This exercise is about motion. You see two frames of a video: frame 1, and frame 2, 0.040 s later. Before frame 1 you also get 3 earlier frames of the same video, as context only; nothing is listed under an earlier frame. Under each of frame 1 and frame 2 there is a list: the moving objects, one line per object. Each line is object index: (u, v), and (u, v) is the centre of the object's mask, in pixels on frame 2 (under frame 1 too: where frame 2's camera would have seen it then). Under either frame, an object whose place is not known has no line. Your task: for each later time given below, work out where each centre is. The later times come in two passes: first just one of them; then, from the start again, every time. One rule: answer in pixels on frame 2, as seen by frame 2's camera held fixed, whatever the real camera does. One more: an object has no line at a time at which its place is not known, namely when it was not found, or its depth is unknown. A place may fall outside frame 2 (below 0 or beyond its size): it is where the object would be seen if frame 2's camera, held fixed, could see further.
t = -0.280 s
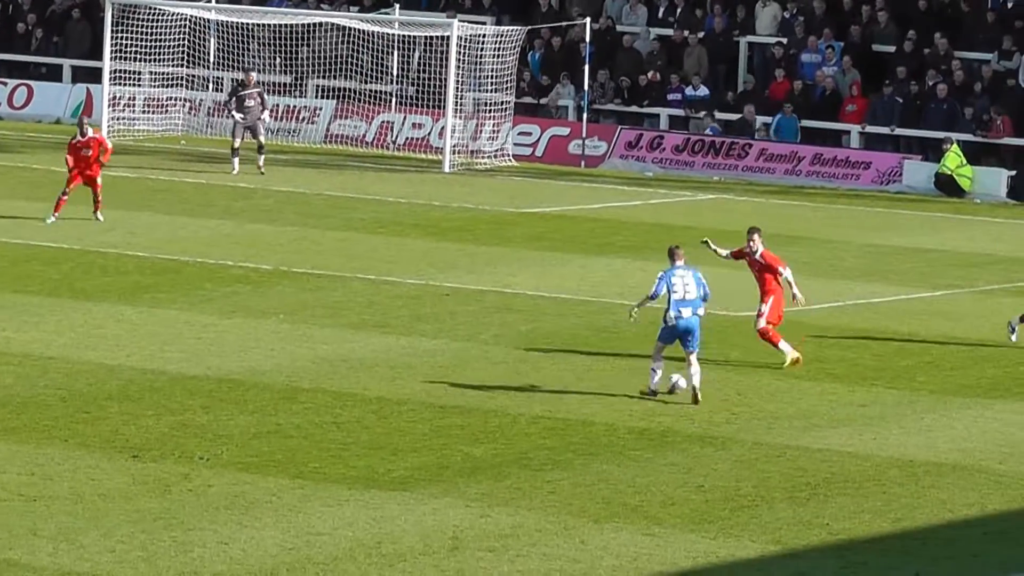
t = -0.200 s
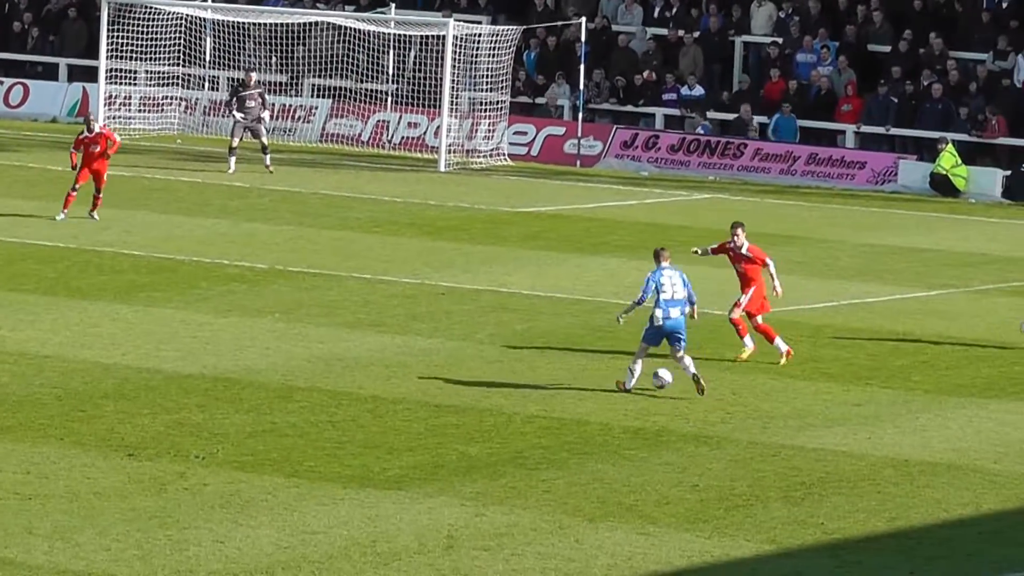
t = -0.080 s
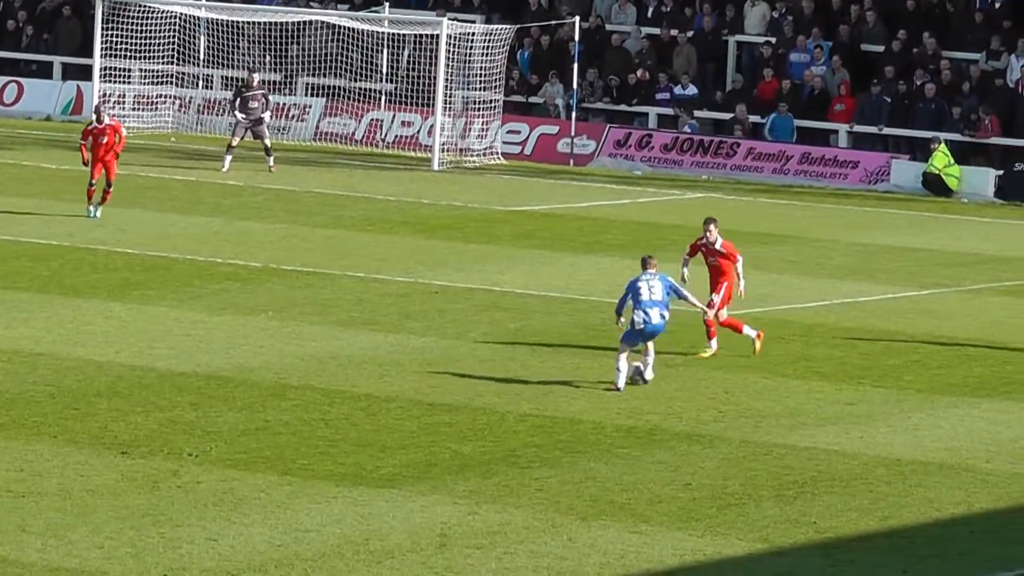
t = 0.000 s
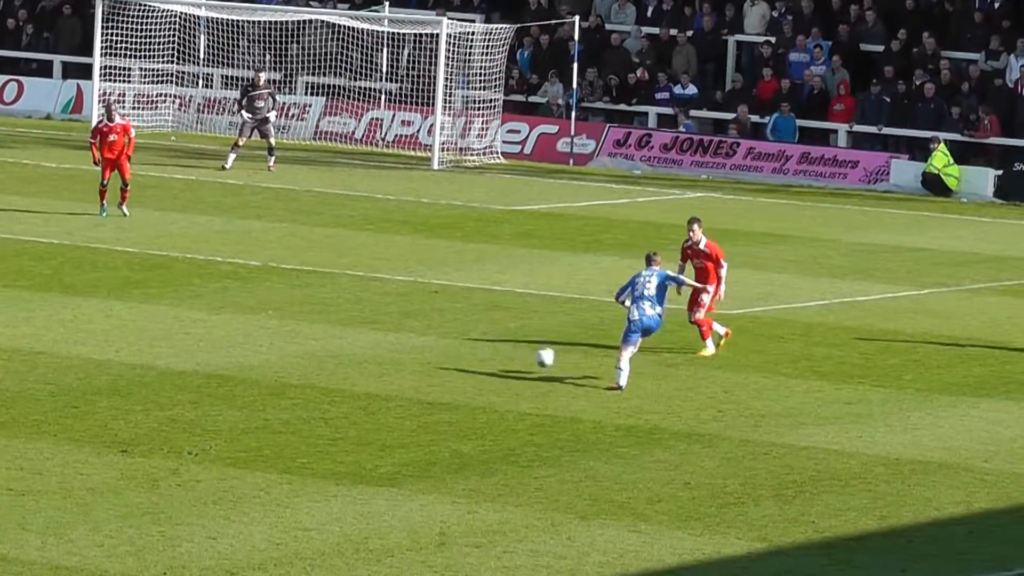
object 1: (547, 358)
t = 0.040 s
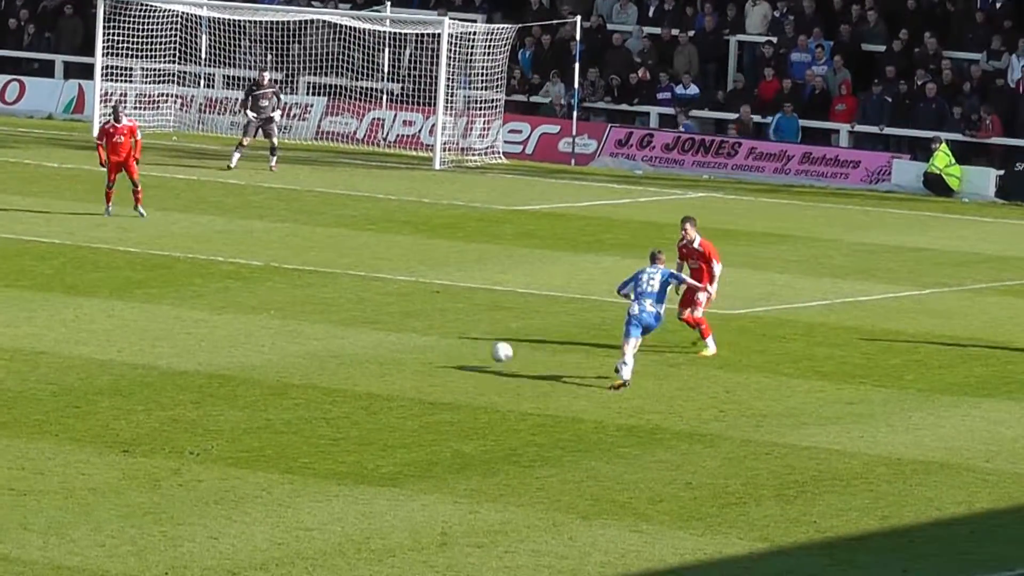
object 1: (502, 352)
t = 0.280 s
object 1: (275, 328)
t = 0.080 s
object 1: (457, 349)
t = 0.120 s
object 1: (414, 347)
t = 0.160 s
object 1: (374, 345)
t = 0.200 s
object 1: (340, 338)
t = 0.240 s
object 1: (307, 331)
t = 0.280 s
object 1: (275, 328)
